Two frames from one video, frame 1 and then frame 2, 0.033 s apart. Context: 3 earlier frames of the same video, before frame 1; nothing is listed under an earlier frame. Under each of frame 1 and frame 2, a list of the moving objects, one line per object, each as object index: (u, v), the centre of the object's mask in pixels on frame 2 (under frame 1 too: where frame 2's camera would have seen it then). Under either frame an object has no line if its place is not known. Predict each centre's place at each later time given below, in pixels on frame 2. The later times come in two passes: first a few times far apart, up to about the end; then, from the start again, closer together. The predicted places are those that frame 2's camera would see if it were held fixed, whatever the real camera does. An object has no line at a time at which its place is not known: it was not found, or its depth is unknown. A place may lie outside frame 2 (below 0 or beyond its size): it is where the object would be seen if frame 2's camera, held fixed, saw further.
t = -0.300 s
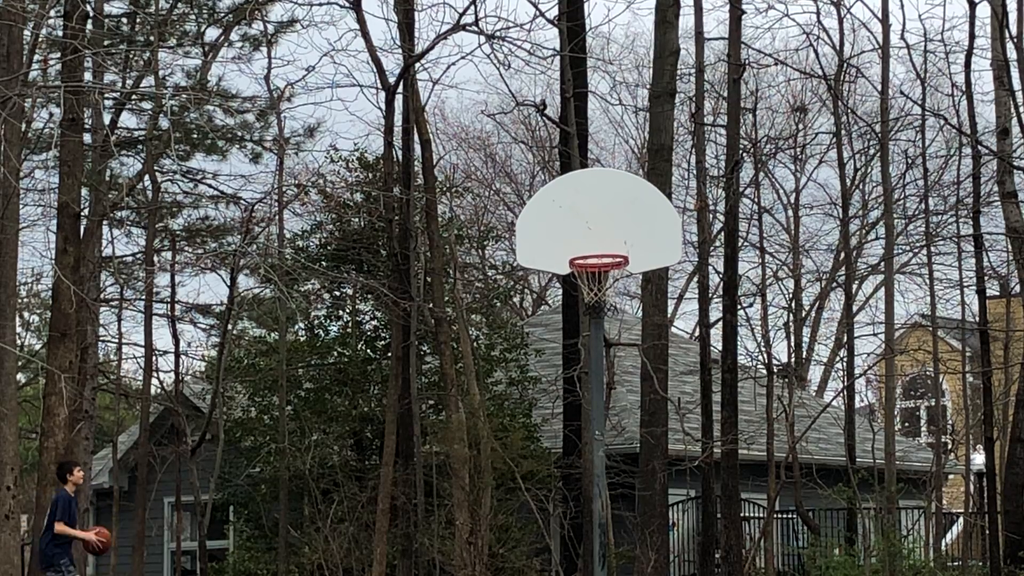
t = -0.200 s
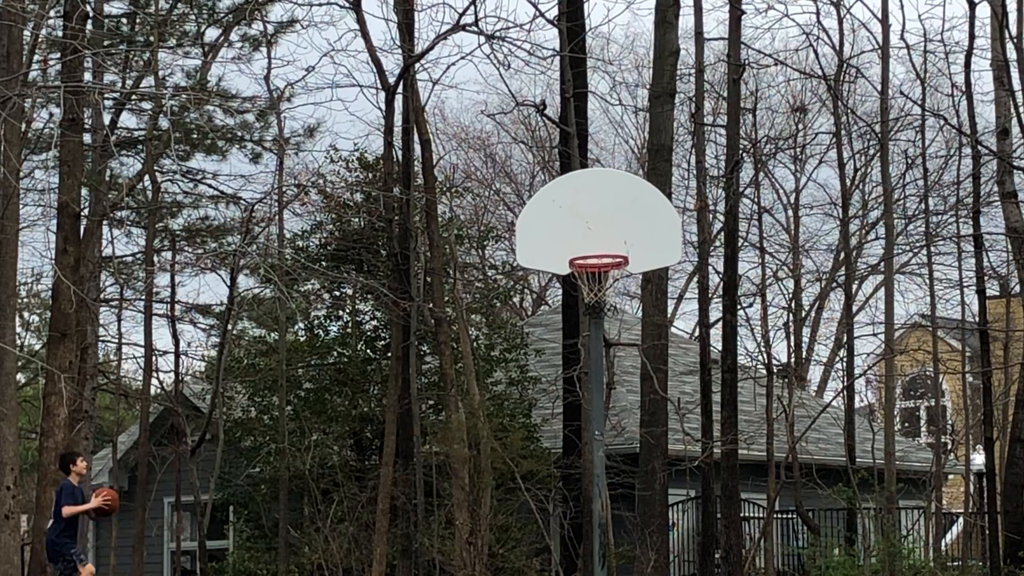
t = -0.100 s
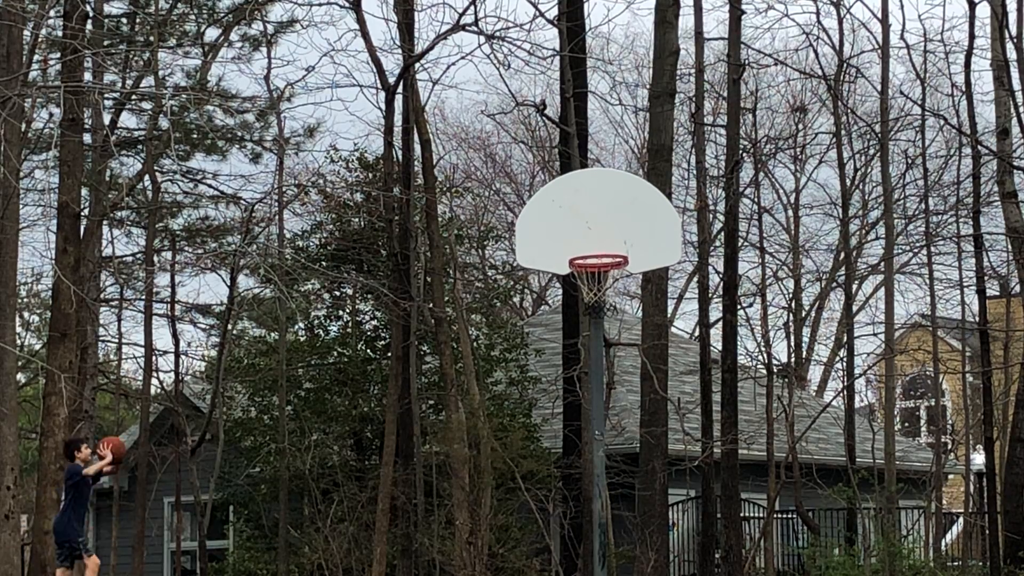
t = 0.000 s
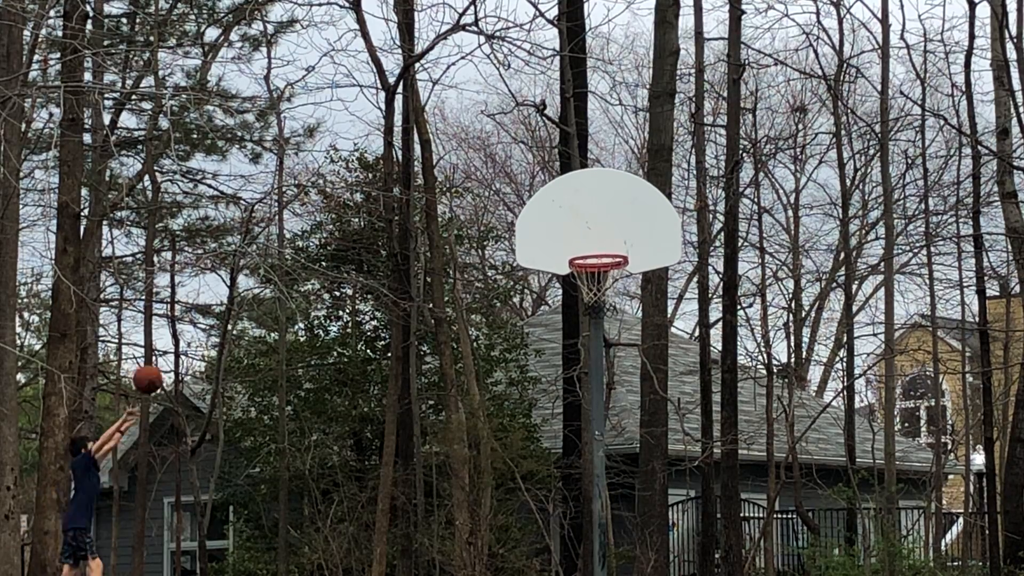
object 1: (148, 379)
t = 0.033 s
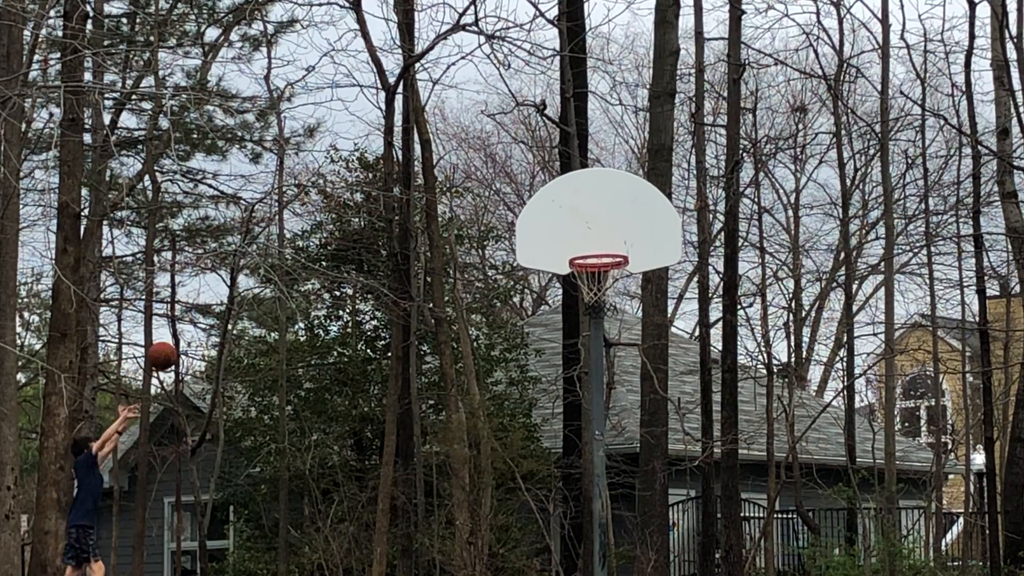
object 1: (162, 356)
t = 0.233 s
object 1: (247, 242)
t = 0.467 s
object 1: (344, 171)
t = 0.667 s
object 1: (427, 161)
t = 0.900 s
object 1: (525, 208)
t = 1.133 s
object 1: (564, 197)
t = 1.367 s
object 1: (558, 154)
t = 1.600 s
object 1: (553, 176)
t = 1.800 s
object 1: (549, 247)
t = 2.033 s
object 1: (545, 391)
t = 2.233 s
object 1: (541, 567)
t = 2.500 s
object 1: (541, 467)
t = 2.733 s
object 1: (543, 371)
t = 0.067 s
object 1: (176, 333)
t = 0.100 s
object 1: (191, 313)
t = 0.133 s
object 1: (205, 293)
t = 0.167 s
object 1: (219, 275)
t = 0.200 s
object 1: (233, 258)
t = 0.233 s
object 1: (247, 242)
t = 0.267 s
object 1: (261, 228)
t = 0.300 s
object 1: (275, 215)
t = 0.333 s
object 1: (289, 204)
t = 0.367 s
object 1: (303, 193)
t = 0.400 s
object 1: (316, 185)
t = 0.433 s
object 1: (330, 177)
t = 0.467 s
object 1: (344, 171)
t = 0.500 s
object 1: (358, 166)
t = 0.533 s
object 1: (371, 163)
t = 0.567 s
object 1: (385, 161)
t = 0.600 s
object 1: (399, 160)
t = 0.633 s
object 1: (413, 159)
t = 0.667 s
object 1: (427, 161)
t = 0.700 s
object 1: (441, 164)
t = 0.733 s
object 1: (455, 168)
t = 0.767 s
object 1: (469, 173)
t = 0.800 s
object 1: (483, 180)
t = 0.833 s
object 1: (497, 188)
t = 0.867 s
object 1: (511, 197)
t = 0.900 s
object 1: (525, 208)
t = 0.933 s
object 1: (539, 220)
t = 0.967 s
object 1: (553, 233)
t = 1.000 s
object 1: (567, 247)
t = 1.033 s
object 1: (567, 235)
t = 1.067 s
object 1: (566, 221)
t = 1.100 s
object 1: (565, 209)
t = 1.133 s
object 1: (564, 197)
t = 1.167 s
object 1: (563, 188)
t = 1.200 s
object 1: (562, 179)
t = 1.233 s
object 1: (561, 171)
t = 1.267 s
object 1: (561, 165)
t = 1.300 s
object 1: (560, 160)
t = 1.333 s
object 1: (560, 158)
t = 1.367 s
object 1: (558, 154)
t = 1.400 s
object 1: (557, 154)
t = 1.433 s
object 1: (557, 154)
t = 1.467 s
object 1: (556, 156)
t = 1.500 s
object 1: (555, 159)
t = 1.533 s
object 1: (554, 163)
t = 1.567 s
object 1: (553, 169)
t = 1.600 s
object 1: (553, 176)
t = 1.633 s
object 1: (552, 184)
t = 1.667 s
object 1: (551, 194)
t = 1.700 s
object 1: (550, 205)
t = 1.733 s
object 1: (550, 218)
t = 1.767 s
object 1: (549, 231)
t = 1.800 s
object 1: (549, 247)
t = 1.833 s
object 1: (548, 263)
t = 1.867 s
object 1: (547, 281)
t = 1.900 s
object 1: (547, 300)
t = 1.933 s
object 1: (547, 321)
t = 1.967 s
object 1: (546, 343)
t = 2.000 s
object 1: (545, 367)
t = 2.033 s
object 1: (545, 391)
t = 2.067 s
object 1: (544, 418)
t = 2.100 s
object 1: (544, 446)
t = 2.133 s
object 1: (543, 474)
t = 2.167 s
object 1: (543, 505)
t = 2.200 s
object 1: (542, 538)
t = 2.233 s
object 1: (541, 567)
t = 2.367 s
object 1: (540, 555)
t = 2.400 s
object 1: (541, 531)
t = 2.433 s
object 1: (540, 508)
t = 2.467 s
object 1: (541, 487)
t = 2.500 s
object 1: (541, 467)
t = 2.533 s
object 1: (541, 449)
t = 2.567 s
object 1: (541, 433)
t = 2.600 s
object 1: (542, 417)
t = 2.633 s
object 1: (542, 403)
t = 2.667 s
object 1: (543, 391)
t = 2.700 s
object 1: (543, 380)
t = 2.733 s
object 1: (543, 371)
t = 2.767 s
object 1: (544, 363)
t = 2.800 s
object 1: (544, 356)
